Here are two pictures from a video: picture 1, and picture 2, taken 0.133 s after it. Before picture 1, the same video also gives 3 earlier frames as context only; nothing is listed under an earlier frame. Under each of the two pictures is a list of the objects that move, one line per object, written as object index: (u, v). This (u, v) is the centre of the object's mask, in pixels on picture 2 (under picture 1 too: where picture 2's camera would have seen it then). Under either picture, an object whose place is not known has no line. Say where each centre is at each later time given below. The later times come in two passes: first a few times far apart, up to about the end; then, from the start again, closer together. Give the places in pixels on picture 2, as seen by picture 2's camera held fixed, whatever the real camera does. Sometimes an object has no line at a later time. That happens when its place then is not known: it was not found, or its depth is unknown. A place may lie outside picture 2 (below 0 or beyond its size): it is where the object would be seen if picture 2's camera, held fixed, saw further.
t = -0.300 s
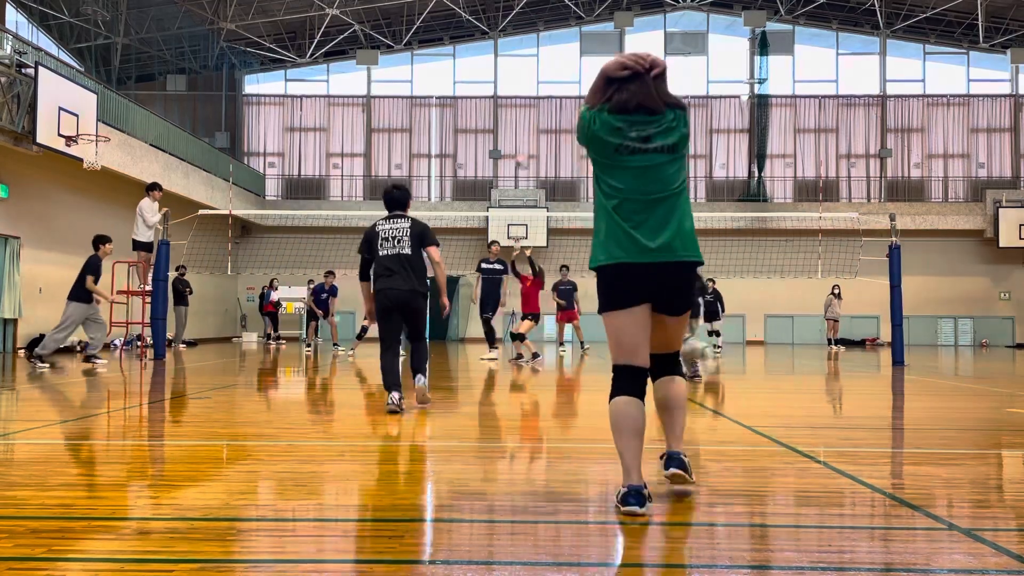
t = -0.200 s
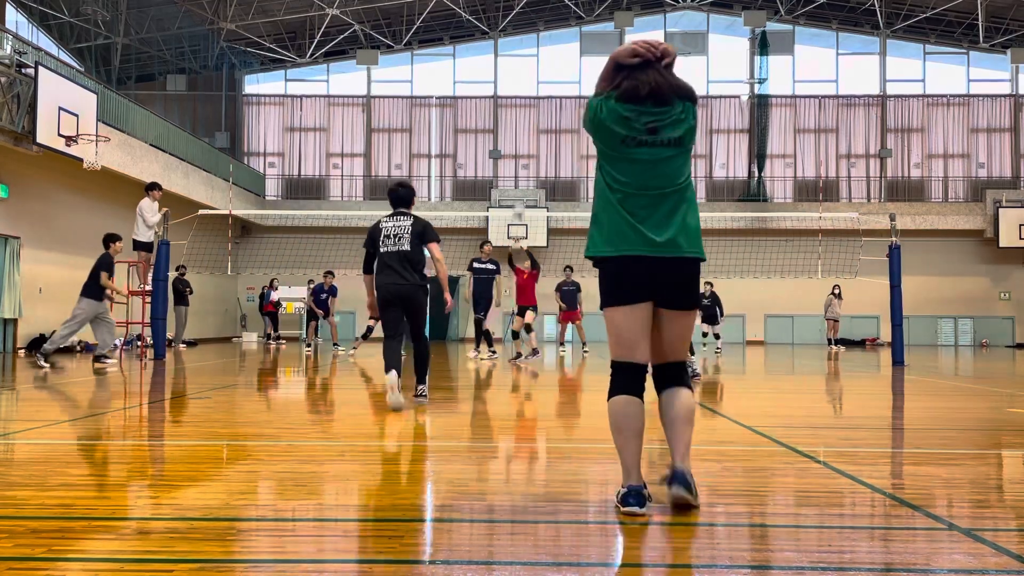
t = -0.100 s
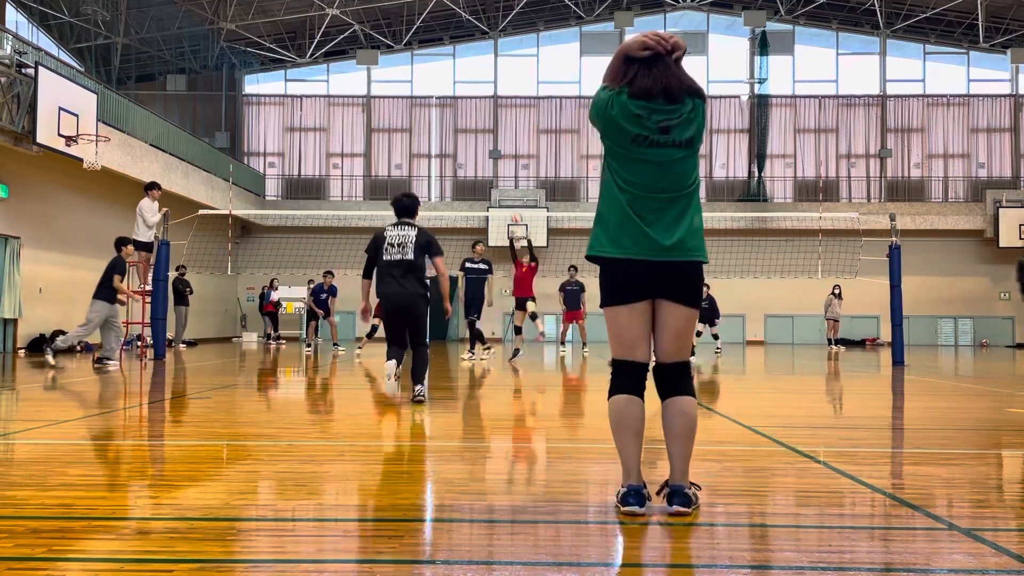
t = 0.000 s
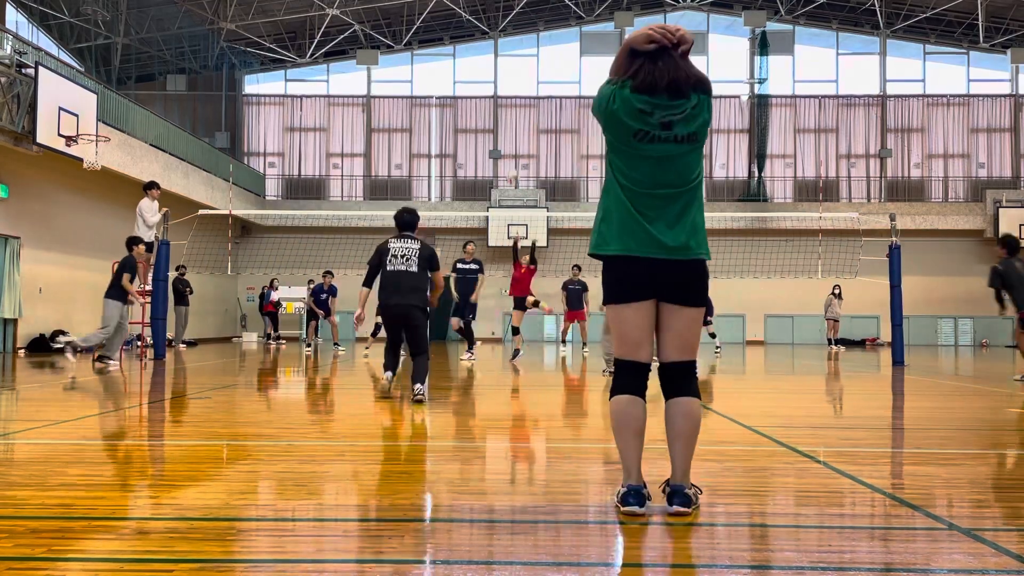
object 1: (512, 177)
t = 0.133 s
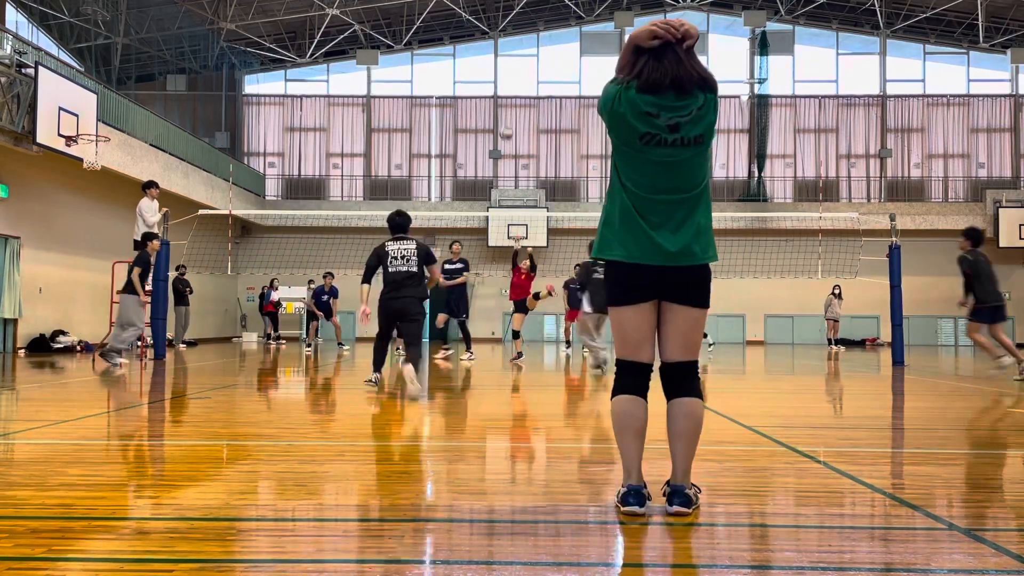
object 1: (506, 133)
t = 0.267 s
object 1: (500, 100)
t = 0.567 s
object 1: (484, 69)
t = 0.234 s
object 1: (501, 108)
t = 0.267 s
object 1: (500, 100)
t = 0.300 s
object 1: (498, 94)
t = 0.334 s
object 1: (496, 88)
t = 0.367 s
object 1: (494, 83)
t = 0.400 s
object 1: (492, 79)
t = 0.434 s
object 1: (492, 75)
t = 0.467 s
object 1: (490, 73)
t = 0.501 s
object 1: (488, 71)
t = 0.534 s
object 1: (485, 69)
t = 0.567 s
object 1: (484, 69)
